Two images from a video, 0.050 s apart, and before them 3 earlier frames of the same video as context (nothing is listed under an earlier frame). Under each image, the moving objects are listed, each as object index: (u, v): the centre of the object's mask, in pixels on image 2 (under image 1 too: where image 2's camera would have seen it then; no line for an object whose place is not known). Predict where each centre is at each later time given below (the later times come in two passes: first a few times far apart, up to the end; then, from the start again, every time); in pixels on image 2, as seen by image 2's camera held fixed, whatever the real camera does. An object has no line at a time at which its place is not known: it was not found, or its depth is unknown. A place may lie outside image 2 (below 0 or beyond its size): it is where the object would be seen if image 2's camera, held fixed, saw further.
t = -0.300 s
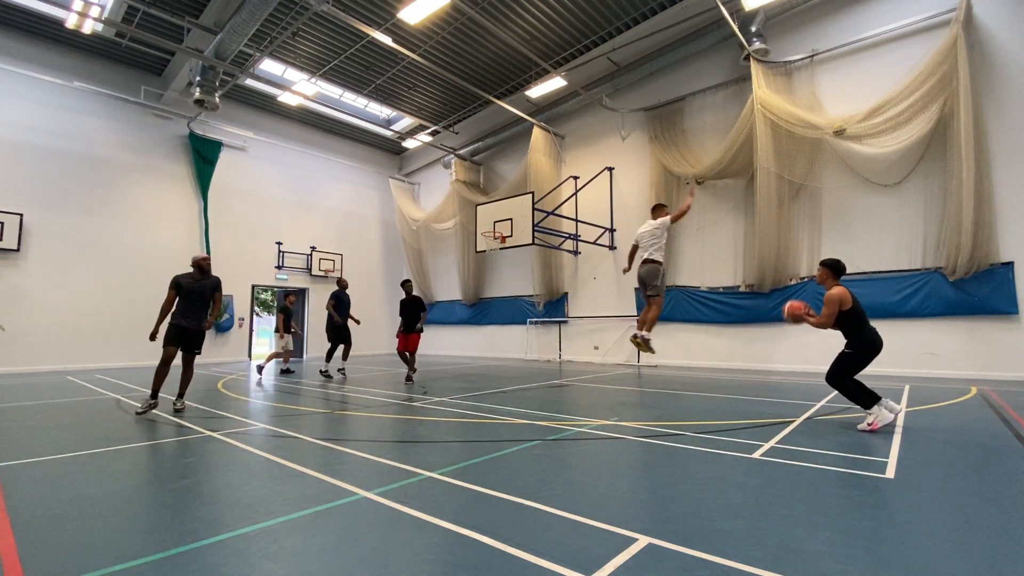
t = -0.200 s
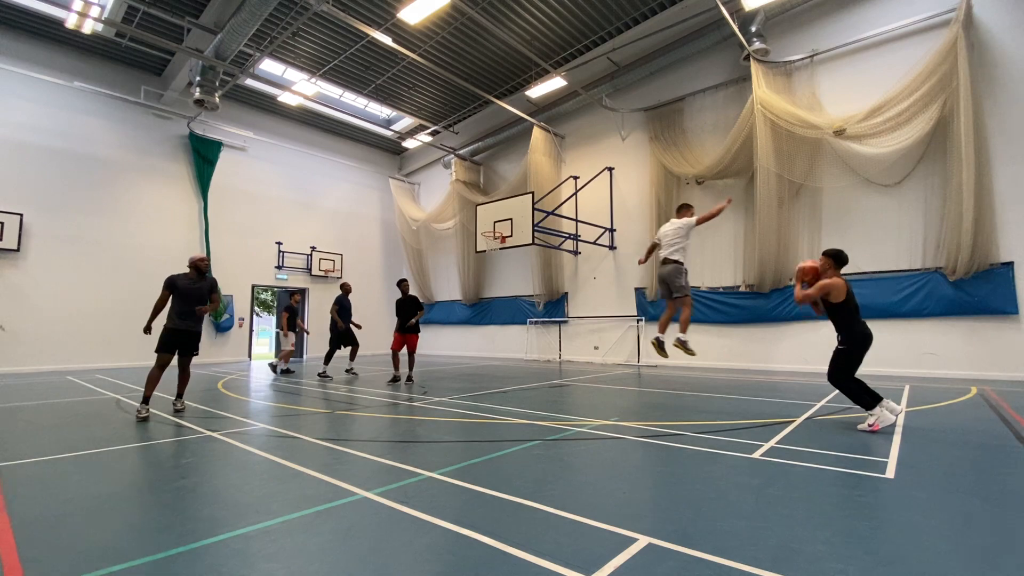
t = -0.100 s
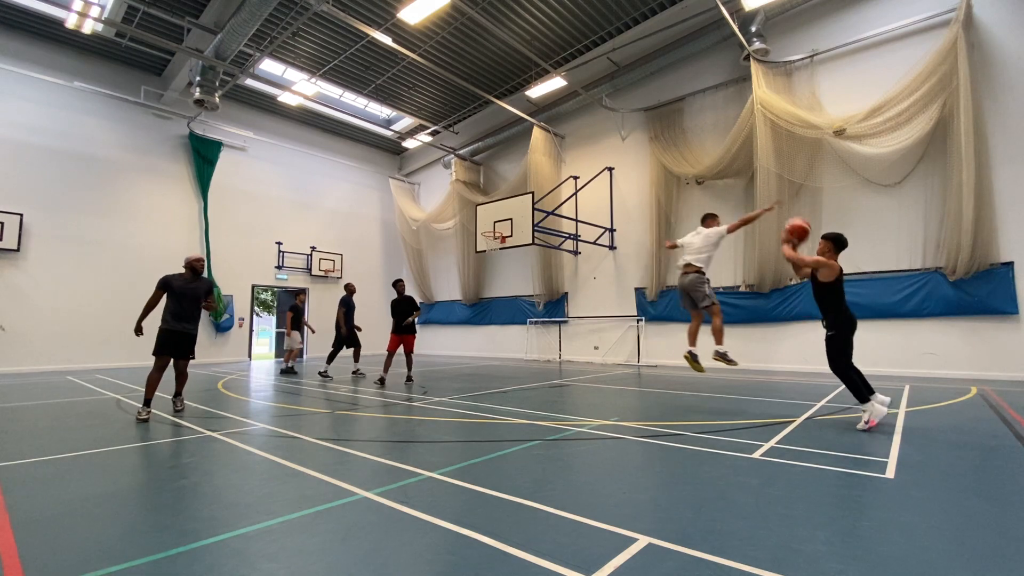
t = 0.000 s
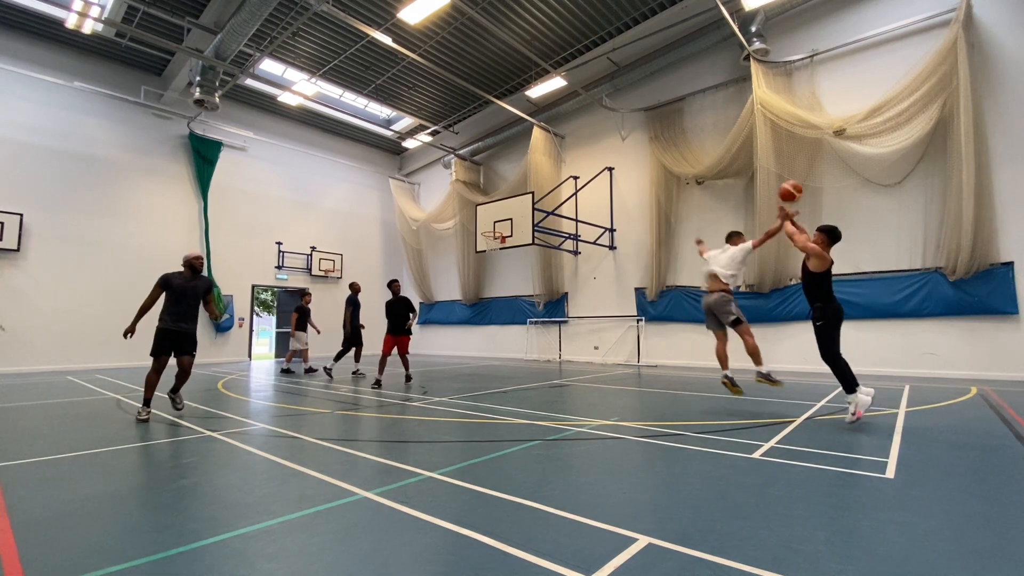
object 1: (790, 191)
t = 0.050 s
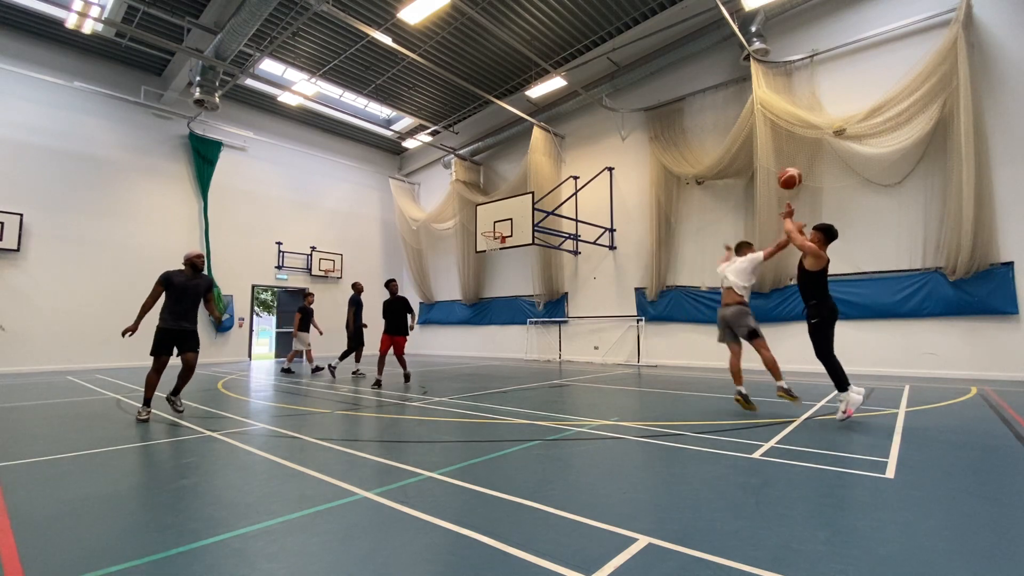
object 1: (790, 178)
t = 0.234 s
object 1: (787, 152)
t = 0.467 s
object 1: (789, 157)
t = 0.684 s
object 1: (790, 191)
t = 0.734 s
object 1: (791, 203)
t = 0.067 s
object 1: (789, 174)
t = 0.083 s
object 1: (789, 171)
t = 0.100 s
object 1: (789, 168)
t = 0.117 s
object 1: (789, 165)
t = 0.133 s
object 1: (789, 163)
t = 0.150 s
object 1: (788, 160)
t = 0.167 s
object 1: (788, 158)
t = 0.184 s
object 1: (788, 156)
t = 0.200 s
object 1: (788, 155)
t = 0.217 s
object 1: (788, 153)
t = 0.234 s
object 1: (787, 152)
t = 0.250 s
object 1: (788, 151)
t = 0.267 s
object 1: (788, 150)
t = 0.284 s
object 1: (788, 150)
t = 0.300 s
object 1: (788, 150)
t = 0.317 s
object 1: (788, 149)
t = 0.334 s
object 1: (788, 150)
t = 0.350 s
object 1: (788, 150)
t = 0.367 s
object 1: (788, 150)
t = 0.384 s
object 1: (788, 151)
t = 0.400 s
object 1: (788, 152)
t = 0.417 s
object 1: (788, 153)
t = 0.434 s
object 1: (788, 154)
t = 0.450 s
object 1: (788, 155)
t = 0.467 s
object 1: (789, 157)
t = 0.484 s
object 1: (788, 159)
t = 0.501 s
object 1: (788, 161)
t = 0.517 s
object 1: (789, 163)
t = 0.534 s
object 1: (789, 165)
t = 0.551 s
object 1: (789, 167)
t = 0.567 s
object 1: (789, 169)
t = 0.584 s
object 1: (789, 173)
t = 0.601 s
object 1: (789, 176)
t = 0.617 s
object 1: (789, 178)
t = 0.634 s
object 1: (790, 181)
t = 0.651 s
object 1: (789, 185)
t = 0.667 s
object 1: (790, 188)
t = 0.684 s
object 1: (790, 191)
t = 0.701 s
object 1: (790, 195)
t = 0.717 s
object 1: (790, 199)
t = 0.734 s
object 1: (791, 203)
